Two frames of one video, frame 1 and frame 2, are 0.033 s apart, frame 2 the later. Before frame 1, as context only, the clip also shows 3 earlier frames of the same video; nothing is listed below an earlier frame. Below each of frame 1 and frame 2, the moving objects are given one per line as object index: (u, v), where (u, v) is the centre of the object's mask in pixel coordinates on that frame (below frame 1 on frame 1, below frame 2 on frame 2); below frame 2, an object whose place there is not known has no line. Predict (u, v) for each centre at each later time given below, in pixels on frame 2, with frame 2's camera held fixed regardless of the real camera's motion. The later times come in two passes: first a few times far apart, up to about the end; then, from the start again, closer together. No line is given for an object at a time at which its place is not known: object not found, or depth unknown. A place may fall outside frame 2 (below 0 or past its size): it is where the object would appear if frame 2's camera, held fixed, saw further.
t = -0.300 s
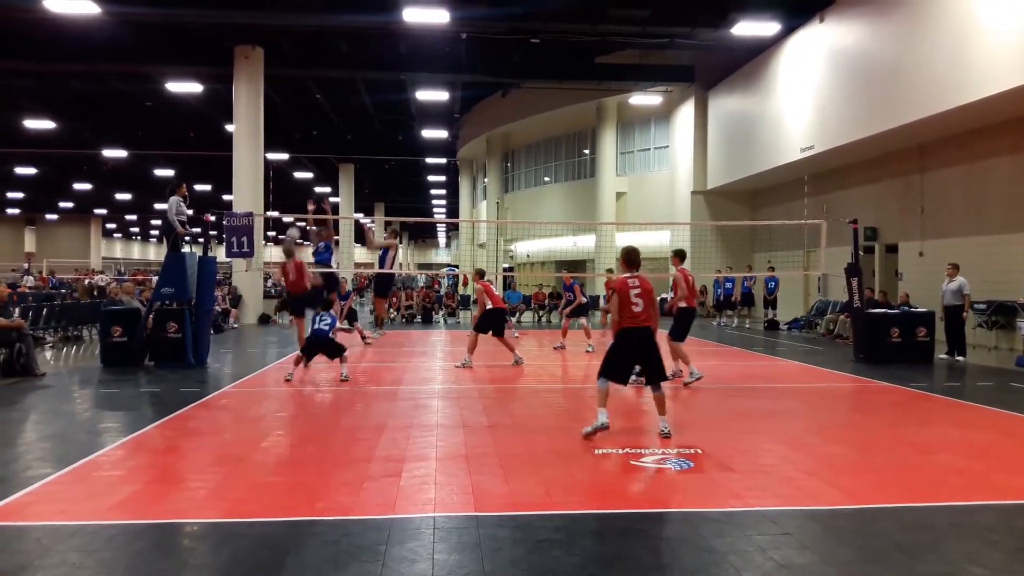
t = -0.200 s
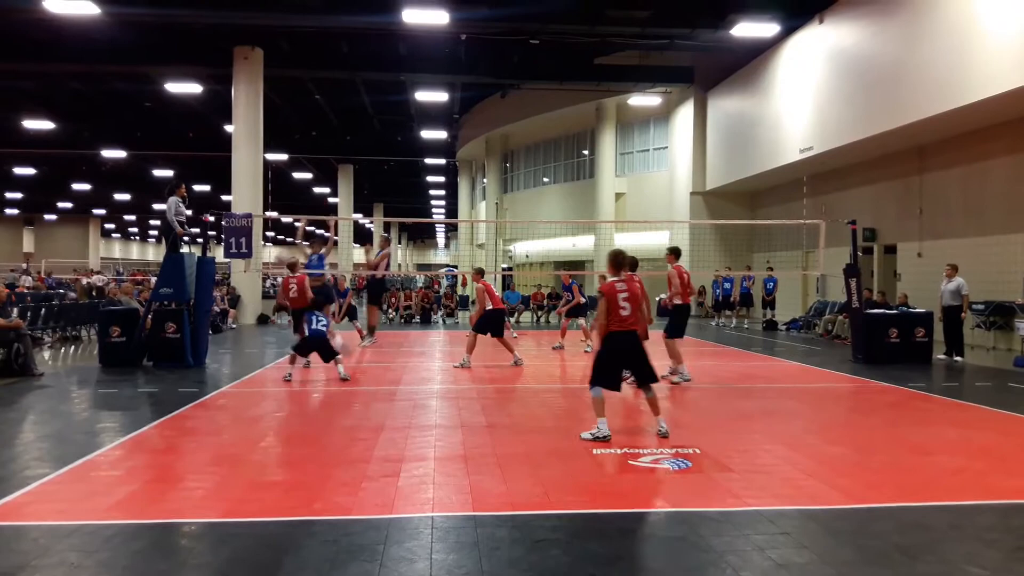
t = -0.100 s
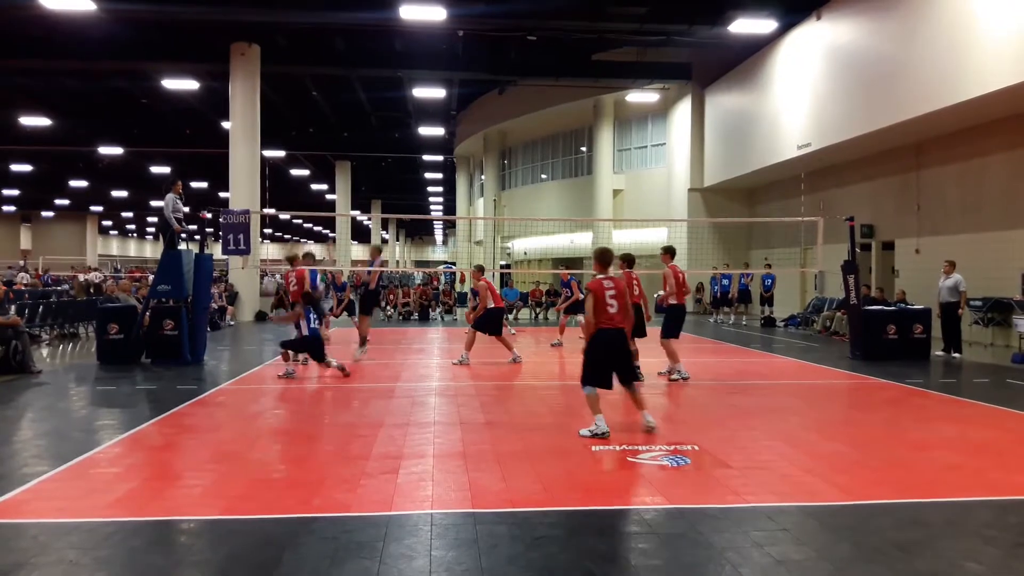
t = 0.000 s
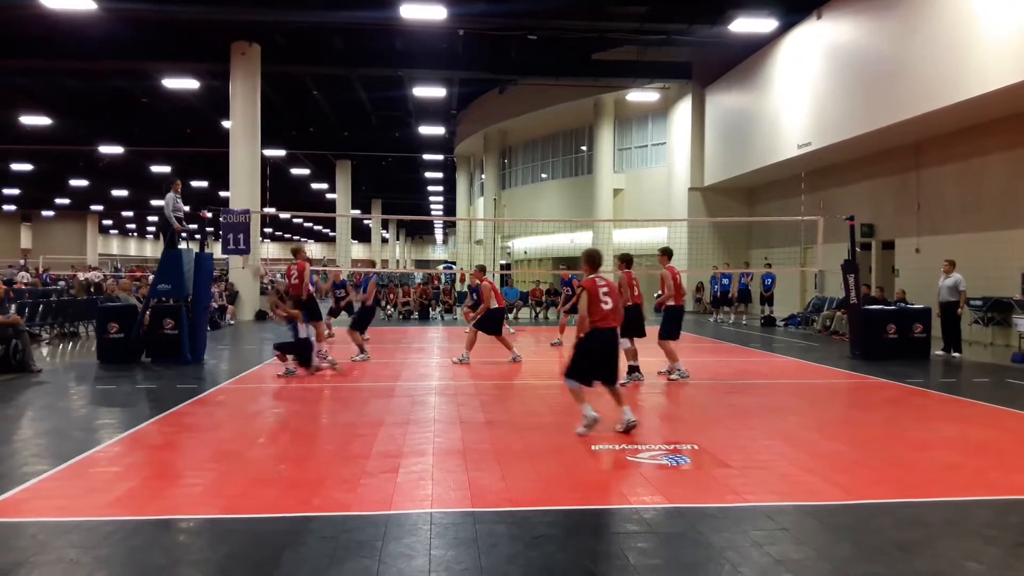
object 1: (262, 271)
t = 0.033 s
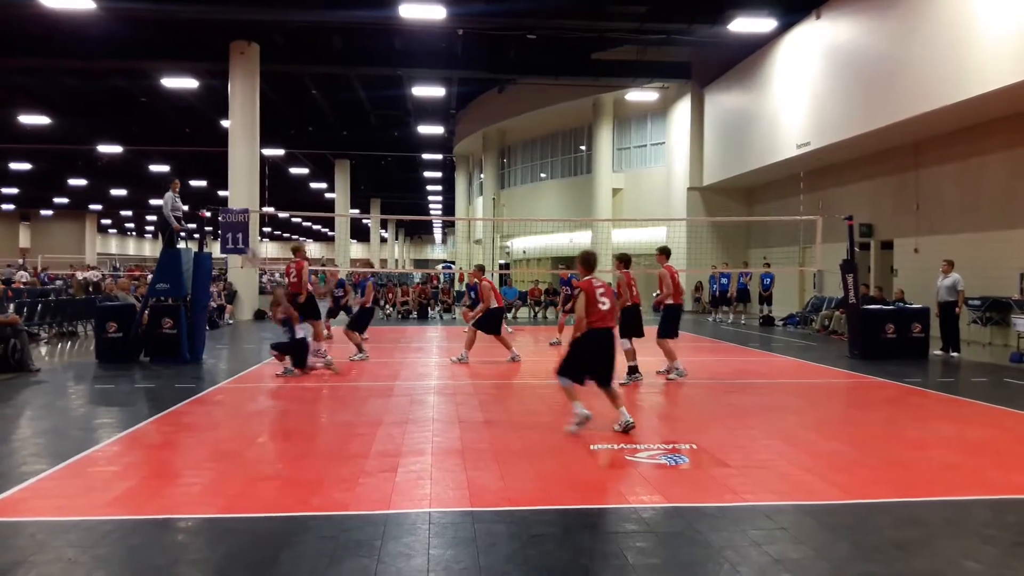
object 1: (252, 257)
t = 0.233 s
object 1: (229, 178)
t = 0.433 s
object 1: (199, 114)
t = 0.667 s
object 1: (146, 81)
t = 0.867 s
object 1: (73, 112)
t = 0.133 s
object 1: (242, 215)
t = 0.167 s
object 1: (238, 201)
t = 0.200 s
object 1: (233, 190)
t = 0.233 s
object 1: (229, 178)
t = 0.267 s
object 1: (224, 164)
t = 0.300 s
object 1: (220, 153)
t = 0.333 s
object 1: (215, 142)
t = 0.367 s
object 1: (210, 132)
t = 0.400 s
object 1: (205, 122)
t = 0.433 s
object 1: (199, 114)
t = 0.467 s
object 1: (193, 106)
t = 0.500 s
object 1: (187, 99)
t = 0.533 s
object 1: (181, 96)
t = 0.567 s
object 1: (171, 88)
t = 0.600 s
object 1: (163, 84)
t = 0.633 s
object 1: (154, 81)
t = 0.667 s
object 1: (146, 81)
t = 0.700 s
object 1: (137, 81)
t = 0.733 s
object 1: (126, 82)
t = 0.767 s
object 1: (114, 86)
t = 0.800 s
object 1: (101, 92)
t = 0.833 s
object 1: (87, 101)
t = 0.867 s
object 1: (73, 112)
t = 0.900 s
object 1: (56, 128)
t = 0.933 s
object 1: (40, 146)
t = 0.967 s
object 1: (29, 168)
